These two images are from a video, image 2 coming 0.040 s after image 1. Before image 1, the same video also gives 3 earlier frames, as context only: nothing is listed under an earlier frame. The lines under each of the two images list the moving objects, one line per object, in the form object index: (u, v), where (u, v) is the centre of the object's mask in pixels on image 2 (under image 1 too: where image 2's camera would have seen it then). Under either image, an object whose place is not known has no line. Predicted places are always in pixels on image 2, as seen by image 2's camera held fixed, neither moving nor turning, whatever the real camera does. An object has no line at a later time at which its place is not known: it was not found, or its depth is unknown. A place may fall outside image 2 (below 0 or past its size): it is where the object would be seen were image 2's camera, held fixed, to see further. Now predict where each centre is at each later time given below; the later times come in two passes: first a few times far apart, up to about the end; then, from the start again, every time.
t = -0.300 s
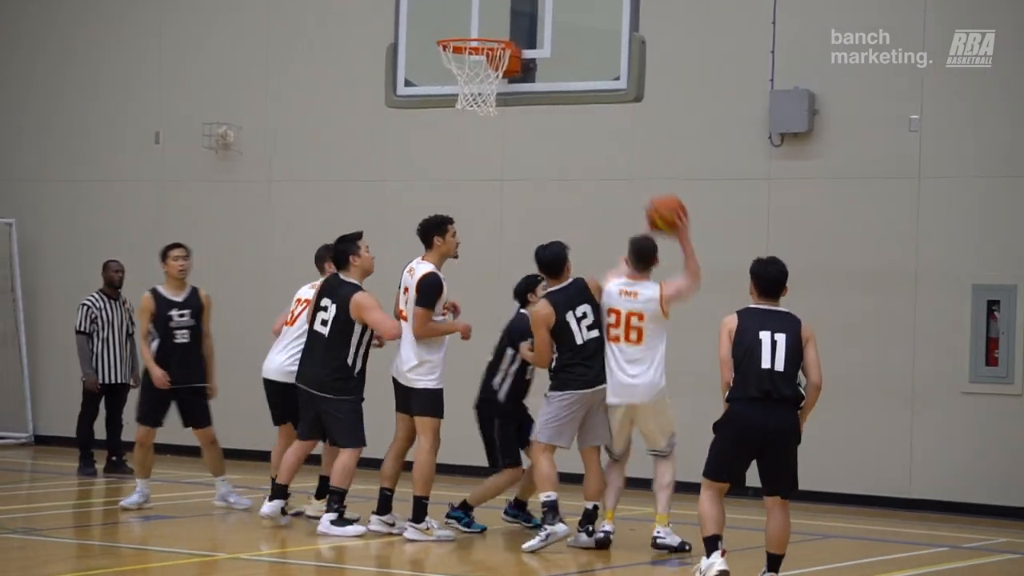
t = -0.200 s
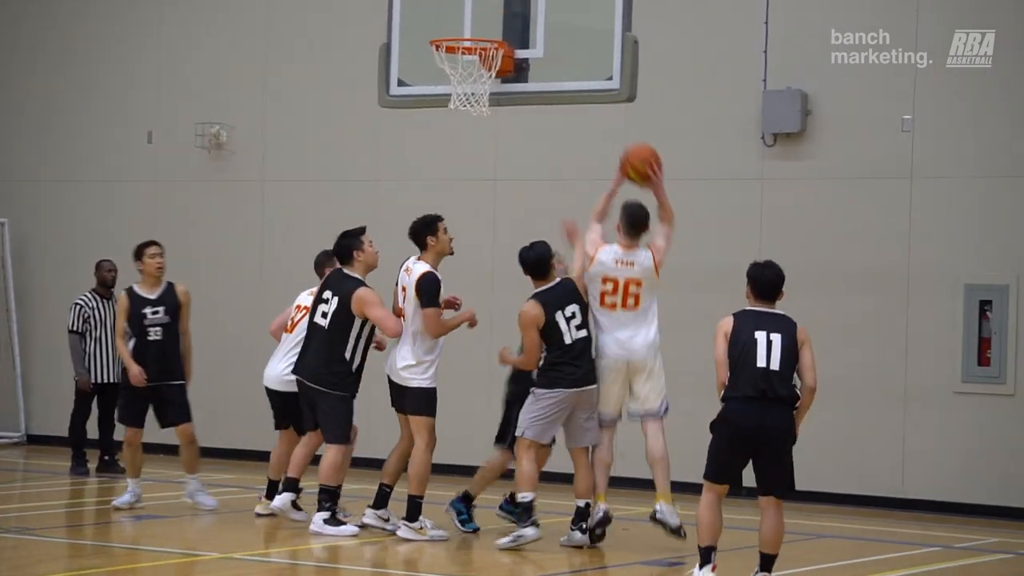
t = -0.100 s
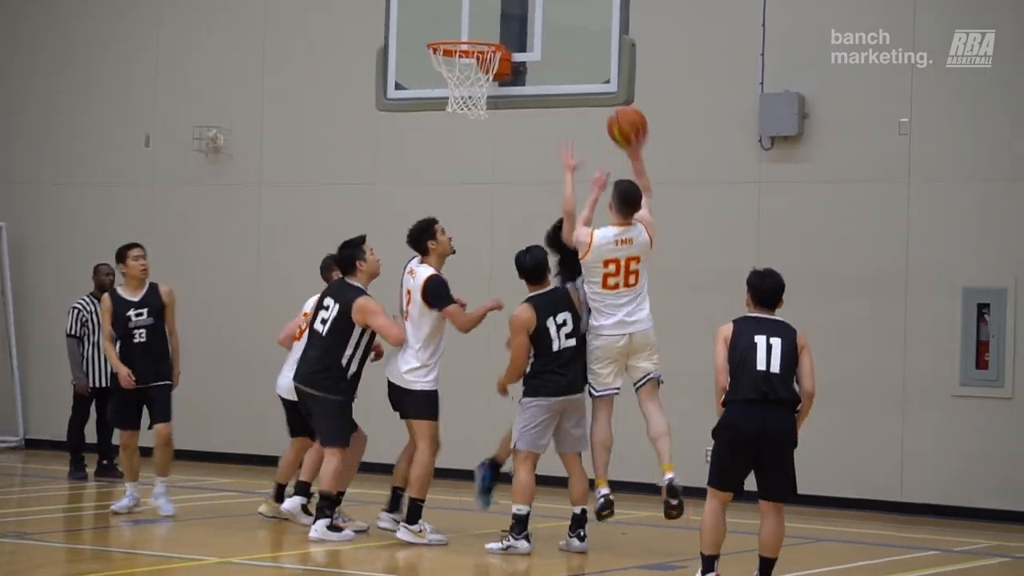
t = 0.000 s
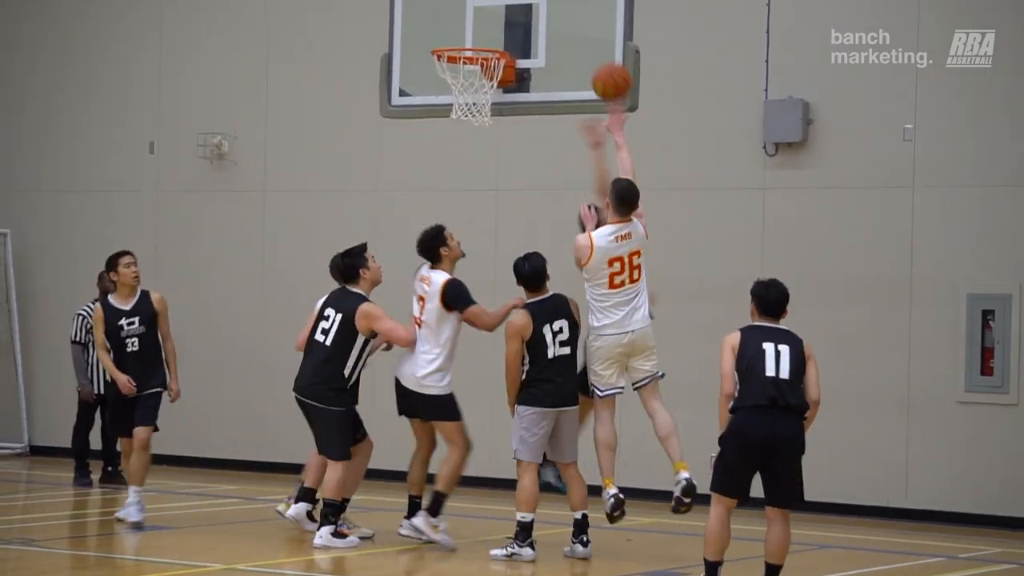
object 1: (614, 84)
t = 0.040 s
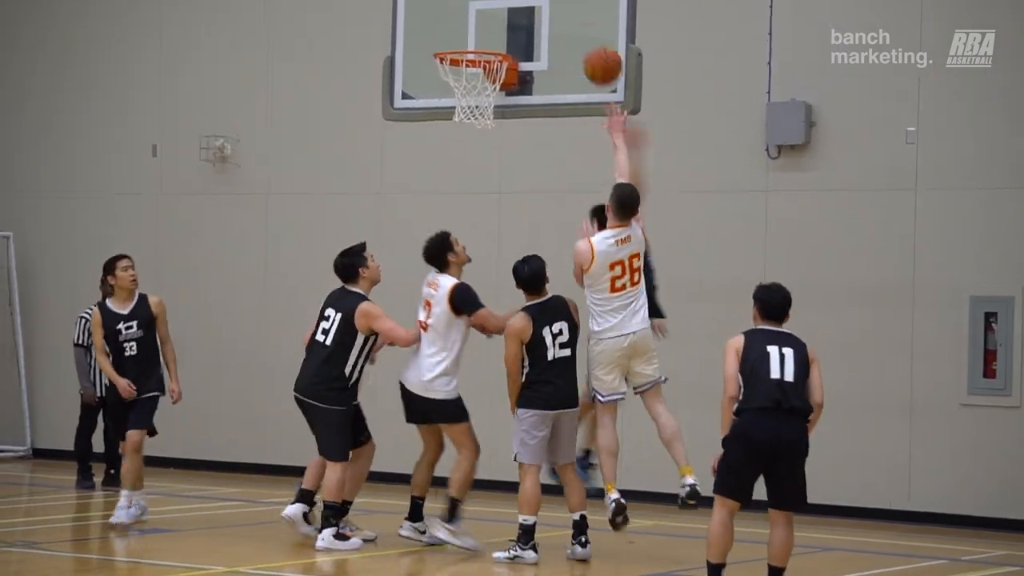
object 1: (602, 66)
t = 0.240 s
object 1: (548, 9)
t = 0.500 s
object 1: (455, 35)
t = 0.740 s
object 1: (502, 26)
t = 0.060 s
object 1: (597, 56)
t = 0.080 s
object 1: (591, 48)
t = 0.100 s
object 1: (586, 41)
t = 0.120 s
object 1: (580, 34)
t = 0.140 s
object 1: (574, 28)
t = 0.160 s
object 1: (569, 23)
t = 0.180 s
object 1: (564, 19)
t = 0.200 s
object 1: (558, 15)
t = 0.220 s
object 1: (553, 11)
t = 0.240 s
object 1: (548, 9)
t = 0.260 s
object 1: (542, 8)
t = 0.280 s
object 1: (535, 7)
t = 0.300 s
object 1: (527, 7)
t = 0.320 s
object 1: (520, 7)
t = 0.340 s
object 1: (513, 7)
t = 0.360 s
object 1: (506, 8)
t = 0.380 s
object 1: (499, 11)
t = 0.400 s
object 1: (491, 13)
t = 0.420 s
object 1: (484, 16)
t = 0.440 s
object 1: (477, 20)
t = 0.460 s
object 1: (470, 25)
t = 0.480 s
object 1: (462, 31)
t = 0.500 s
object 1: (455, 35)
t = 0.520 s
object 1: (449, 38)
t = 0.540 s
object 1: (452, 38)
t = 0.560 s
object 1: (458, 37)
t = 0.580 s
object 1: (465, 35)
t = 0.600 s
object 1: (471, 34)
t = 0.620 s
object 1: (477, 34)
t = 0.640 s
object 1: (483, 34)
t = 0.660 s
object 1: (490, 34)
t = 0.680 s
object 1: (495, 36)
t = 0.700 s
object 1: (497, 32)
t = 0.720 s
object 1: (500, 29)
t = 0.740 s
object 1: (502, 26)
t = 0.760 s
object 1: (504, 24)
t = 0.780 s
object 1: (507, 22)
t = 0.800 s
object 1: (509, 21)
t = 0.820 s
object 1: (512, 20)
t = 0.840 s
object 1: (514, 20)
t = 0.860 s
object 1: (516, 21)
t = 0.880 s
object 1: (519, 22)
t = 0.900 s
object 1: (521, 25)
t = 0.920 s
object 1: (523, 27)
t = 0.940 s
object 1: (526, 30)
